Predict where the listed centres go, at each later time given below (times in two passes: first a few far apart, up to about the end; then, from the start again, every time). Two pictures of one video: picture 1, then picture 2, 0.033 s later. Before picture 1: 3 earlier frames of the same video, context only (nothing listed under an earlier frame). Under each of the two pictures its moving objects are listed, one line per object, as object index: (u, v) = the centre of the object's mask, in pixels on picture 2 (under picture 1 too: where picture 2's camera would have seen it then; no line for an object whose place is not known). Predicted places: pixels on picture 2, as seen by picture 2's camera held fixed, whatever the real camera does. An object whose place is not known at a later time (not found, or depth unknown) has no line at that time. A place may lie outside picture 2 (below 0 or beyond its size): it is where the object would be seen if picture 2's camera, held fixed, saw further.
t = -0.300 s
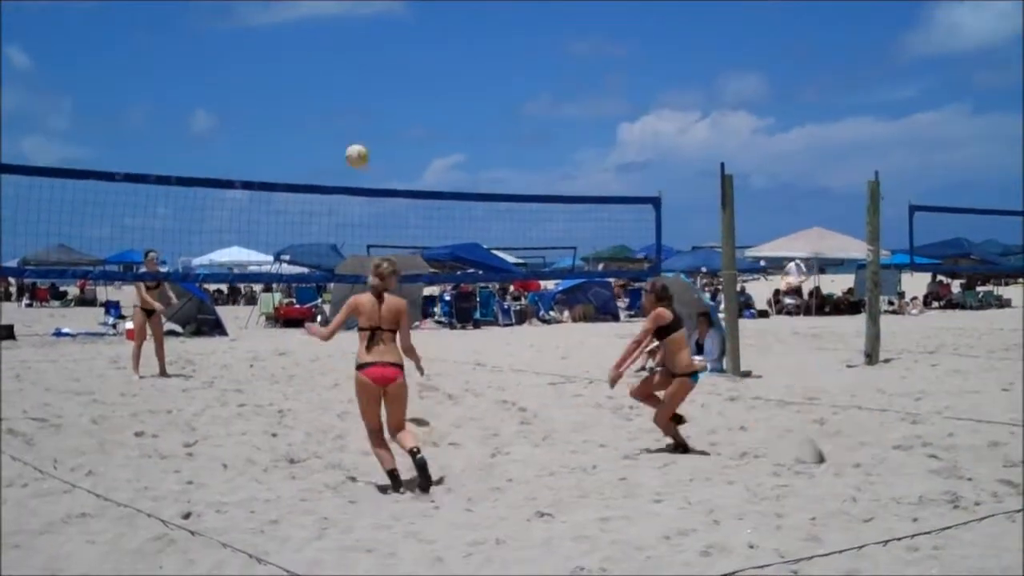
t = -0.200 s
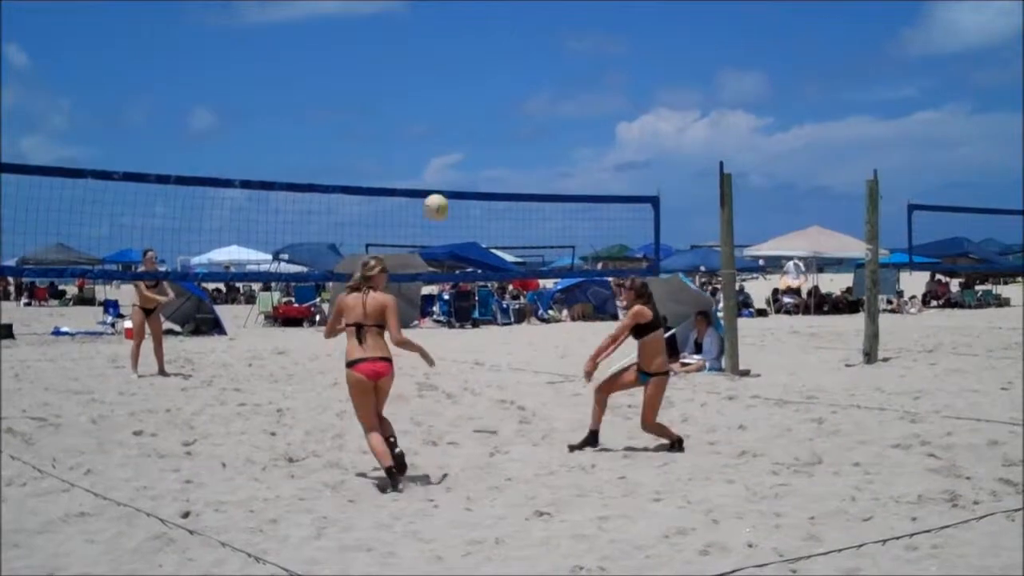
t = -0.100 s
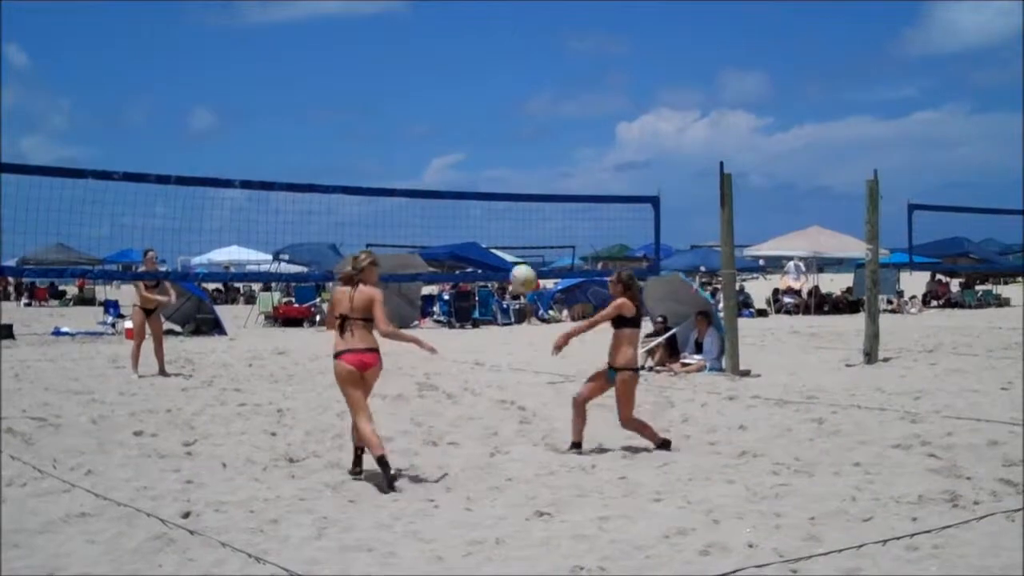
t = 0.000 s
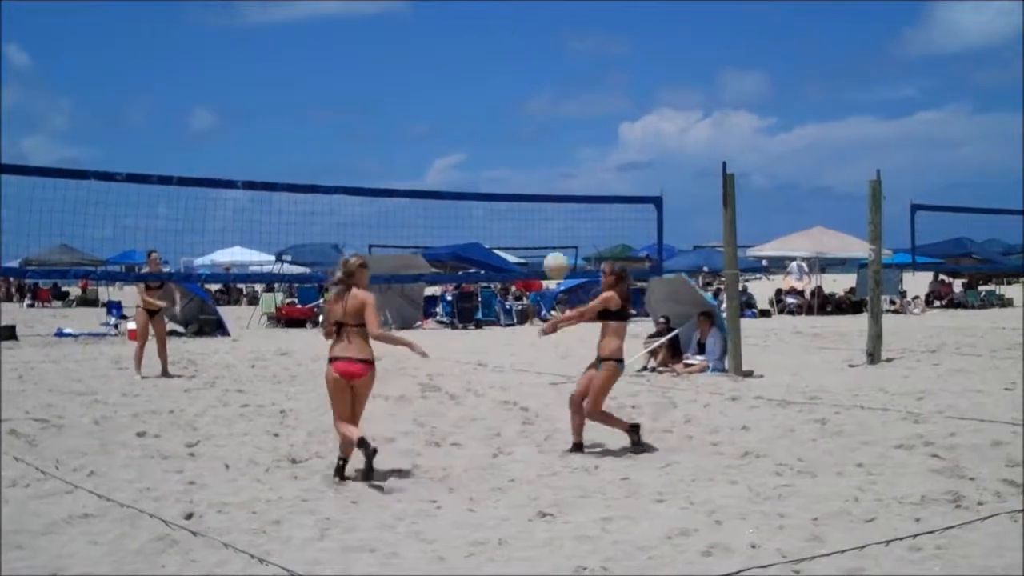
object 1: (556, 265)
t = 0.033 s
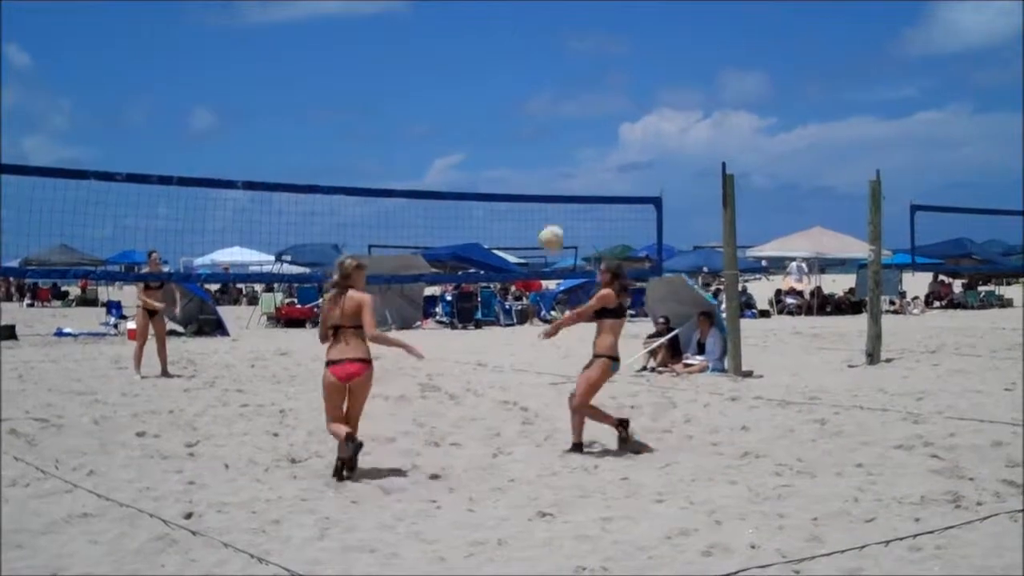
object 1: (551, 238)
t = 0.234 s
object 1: (527, 110)
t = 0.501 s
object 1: (497, 20)
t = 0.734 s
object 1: (475, 10)
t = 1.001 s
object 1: (450, 63)
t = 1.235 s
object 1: (426, 169)
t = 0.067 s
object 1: (548, 214)
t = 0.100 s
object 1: (544, 190)
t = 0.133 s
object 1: (540, 168)
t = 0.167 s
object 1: (535, 147)
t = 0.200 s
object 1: (531, 128)
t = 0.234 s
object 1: (527, 110)
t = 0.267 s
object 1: (523, 95)
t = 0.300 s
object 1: (521, 80)
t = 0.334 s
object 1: (517, 67)
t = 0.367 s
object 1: (514, 55)
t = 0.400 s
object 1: (509, 45)
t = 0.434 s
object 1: (506, 35)
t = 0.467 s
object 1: (502, 28)
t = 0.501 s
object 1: (497, 20)
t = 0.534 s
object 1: (494, 15)
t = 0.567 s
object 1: (492, 12)
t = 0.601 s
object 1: (488, 12)
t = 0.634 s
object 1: (486, 11)
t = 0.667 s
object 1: (482, 11)
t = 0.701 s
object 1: (478, 10)
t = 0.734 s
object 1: (475, 10)
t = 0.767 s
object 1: (472, 11)
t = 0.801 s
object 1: (469, 15)
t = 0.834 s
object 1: (465, 22)
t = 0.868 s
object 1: (462, 27)
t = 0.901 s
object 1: (460, 35)
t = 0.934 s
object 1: (456, 42)
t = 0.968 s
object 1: (453, 52)
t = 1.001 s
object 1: (450, 63)
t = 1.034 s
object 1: (447, 75)
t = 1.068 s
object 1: (443, 88)
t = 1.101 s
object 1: (440, 102)
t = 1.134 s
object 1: (435, 117)
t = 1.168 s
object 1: (433, 133)
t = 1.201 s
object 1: (429, 151)
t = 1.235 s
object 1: (426, 169)
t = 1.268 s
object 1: (421, 188)
